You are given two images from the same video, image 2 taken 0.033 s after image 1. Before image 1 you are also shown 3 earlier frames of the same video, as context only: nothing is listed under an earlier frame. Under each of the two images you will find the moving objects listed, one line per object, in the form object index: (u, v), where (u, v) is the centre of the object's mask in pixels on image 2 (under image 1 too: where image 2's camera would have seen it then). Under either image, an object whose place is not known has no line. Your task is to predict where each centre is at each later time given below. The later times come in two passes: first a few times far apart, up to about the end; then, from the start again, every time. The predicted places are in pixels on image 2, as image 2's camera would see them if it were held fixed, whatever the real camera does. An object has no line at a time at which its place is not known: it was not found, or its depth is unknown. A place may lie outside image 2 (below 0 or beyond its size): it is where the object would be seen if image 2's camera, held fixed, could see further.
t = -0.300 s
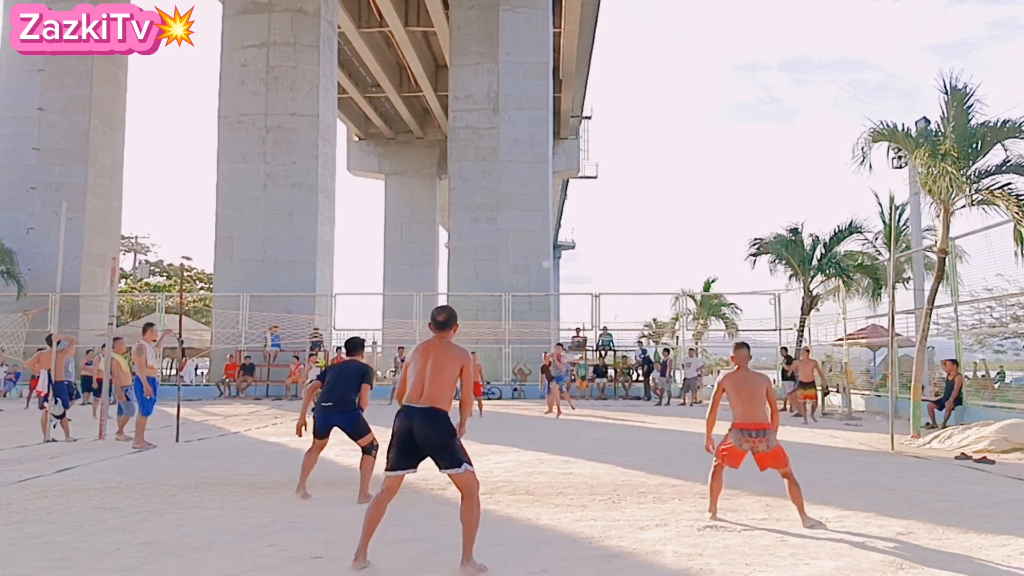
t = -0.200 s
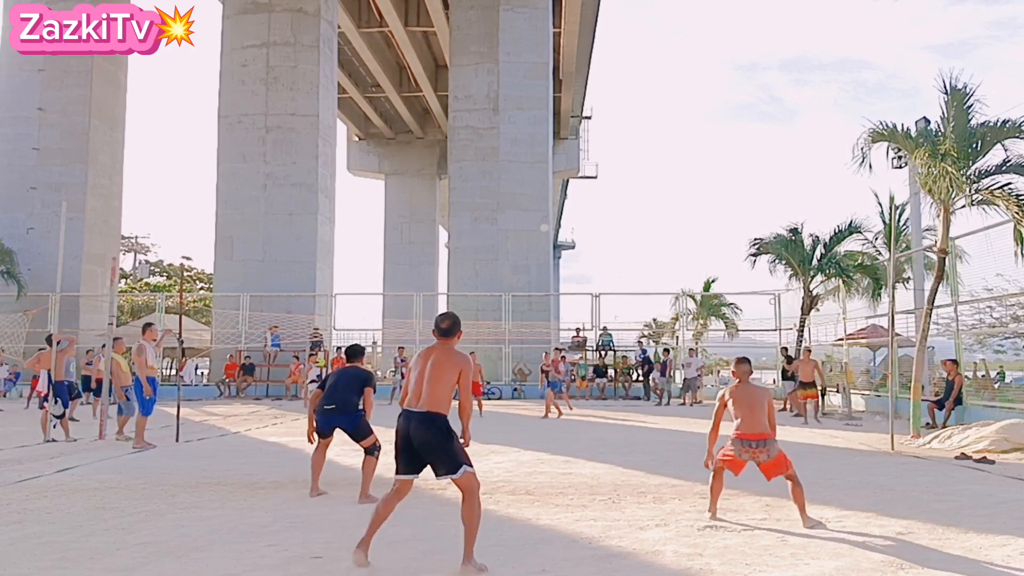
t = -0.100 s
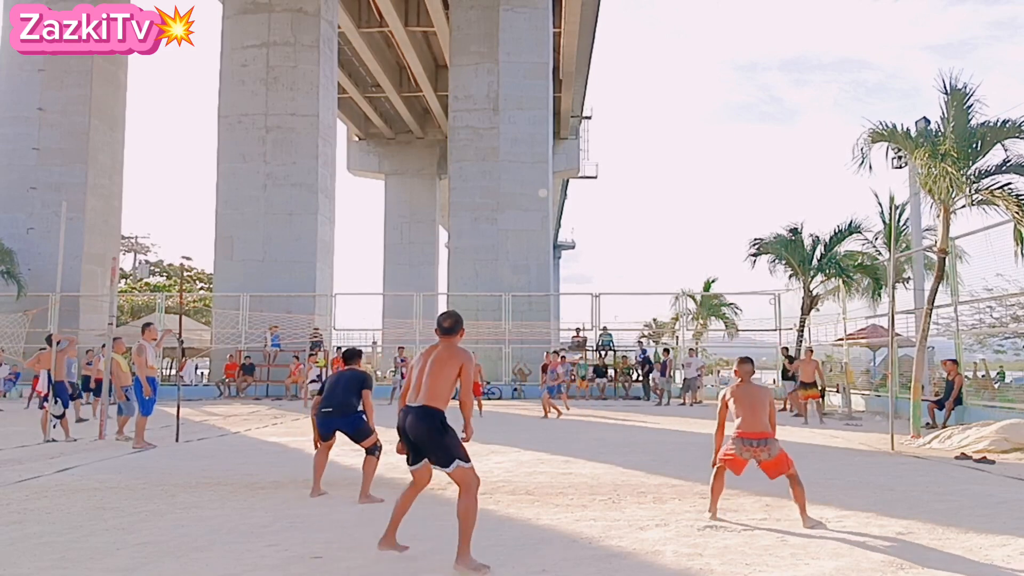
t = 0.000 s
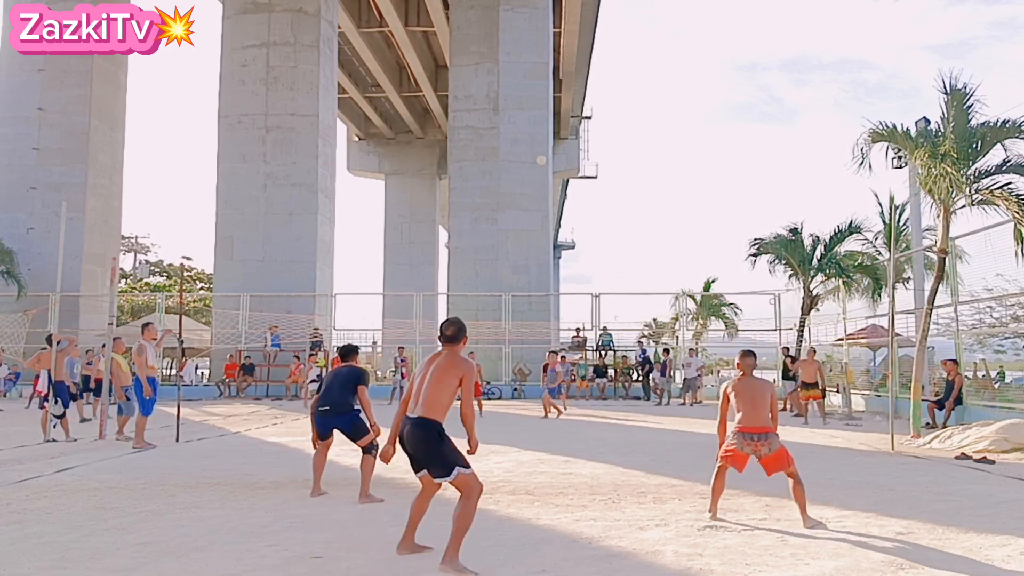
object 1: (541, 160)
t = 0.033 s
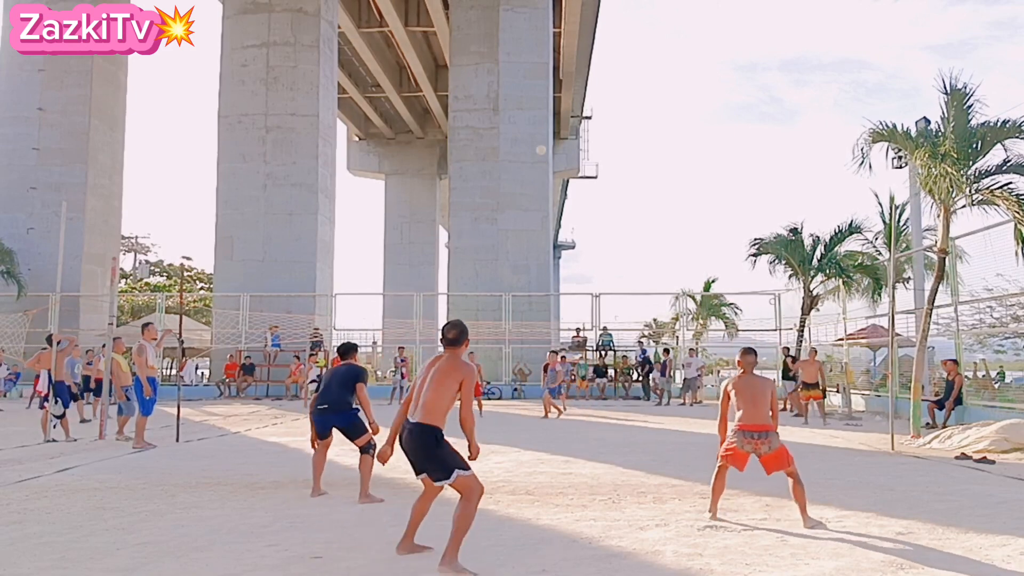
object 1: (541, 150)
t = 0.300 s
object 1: (537, 79)
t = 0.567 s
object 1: (533, 42)
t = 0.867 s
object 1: (530, 86)
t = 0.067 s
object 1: (540, 140)
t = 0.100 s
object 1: (540, 130)
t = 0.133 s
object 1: (540, 121)
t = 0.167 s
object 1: (539, 111)
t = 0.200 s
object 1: (539, 103)
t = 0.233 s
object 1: (538, 94)
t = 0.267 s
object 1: (537, 87)
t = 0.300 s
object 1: (537, 79)
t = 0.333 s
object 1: (537, 72)
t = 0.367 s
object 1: (536, 66)
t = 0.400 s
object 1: (536, 60)
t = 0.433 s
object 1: (535, 55)
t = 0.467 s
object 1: (535, 50)
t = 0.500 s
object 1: (534, 47)
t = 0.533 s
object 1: (534, 44)
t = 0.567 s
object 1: (533, 42)
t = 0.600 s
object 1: (533, 41)
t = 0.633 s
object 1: (532, 41)
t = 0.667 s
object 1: (532, 43)
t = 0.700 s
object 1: (531, 46)
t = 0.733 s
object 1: (531, 50)
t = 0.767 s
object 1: (530, 56)
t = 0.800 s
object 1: (530, 64)
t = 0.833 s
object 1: (530, 73)
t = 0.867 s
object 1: (530, 86)
